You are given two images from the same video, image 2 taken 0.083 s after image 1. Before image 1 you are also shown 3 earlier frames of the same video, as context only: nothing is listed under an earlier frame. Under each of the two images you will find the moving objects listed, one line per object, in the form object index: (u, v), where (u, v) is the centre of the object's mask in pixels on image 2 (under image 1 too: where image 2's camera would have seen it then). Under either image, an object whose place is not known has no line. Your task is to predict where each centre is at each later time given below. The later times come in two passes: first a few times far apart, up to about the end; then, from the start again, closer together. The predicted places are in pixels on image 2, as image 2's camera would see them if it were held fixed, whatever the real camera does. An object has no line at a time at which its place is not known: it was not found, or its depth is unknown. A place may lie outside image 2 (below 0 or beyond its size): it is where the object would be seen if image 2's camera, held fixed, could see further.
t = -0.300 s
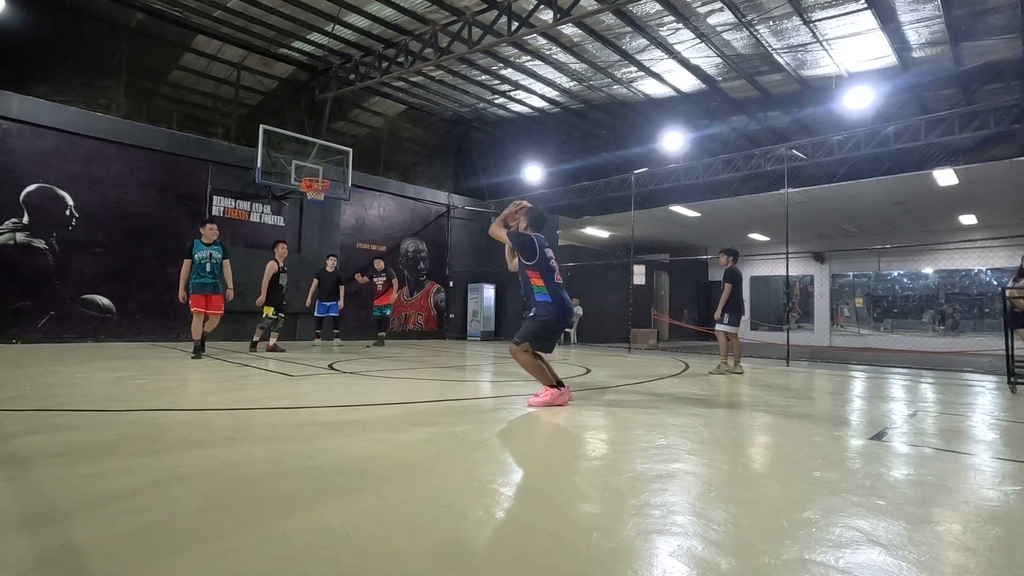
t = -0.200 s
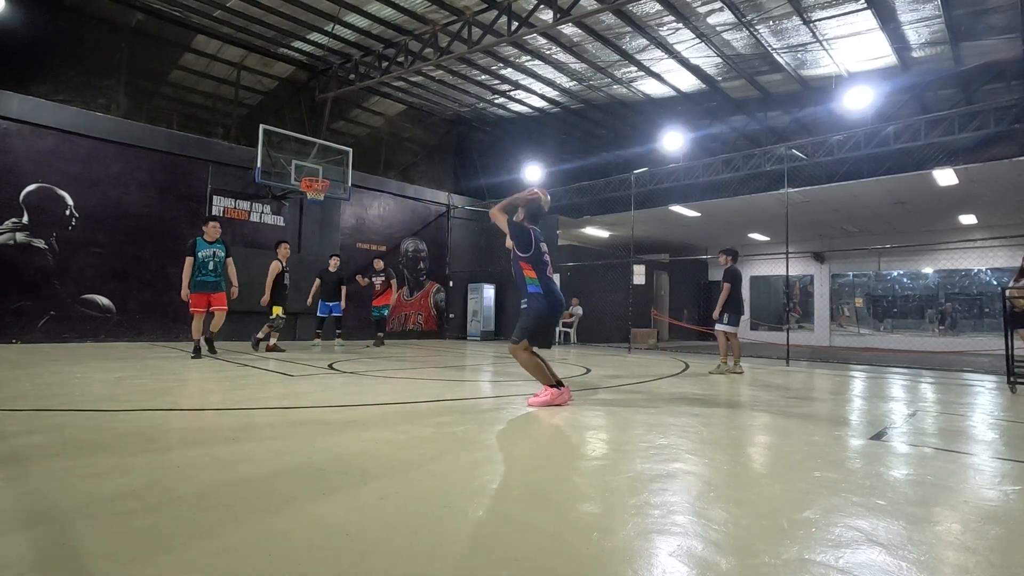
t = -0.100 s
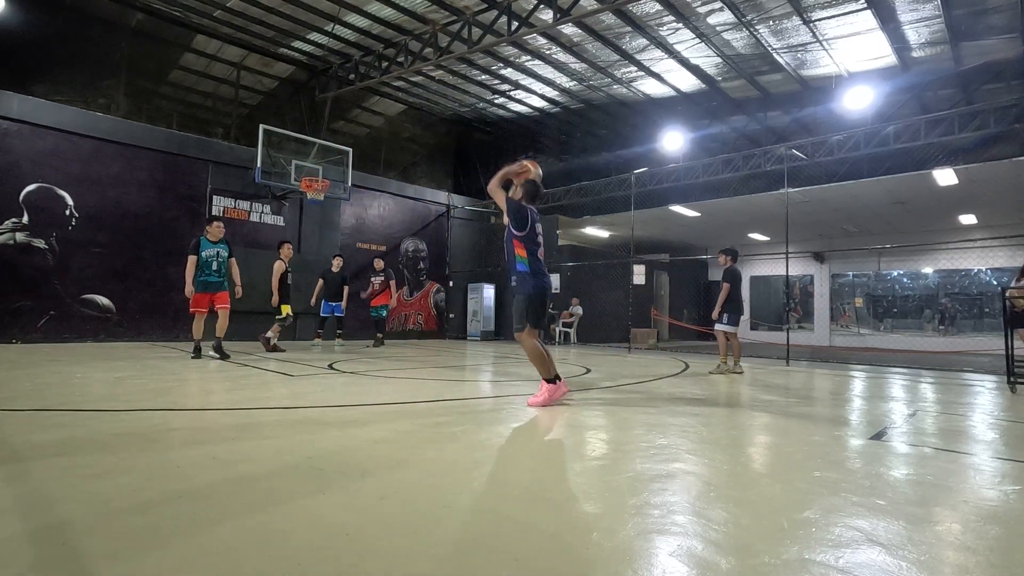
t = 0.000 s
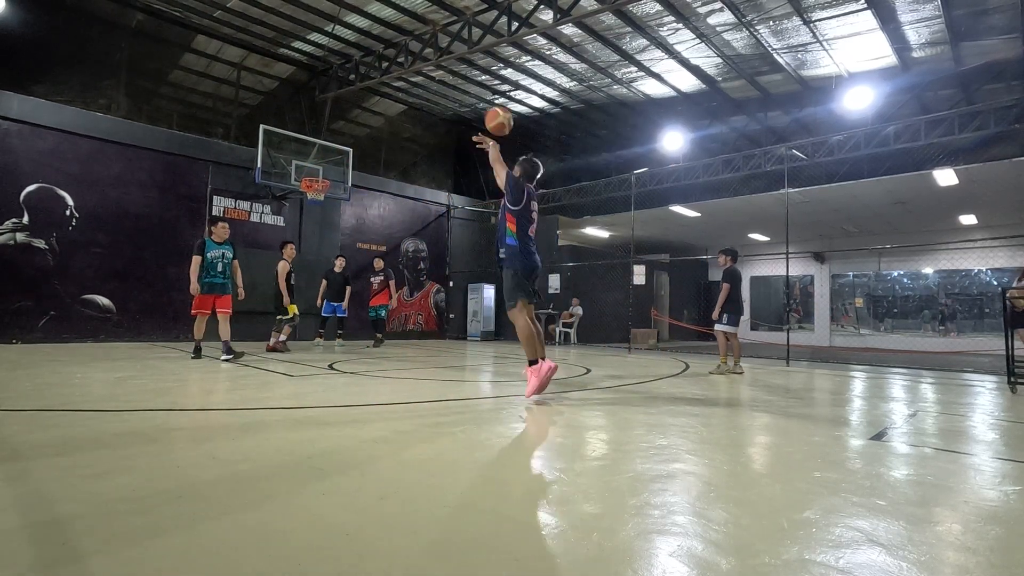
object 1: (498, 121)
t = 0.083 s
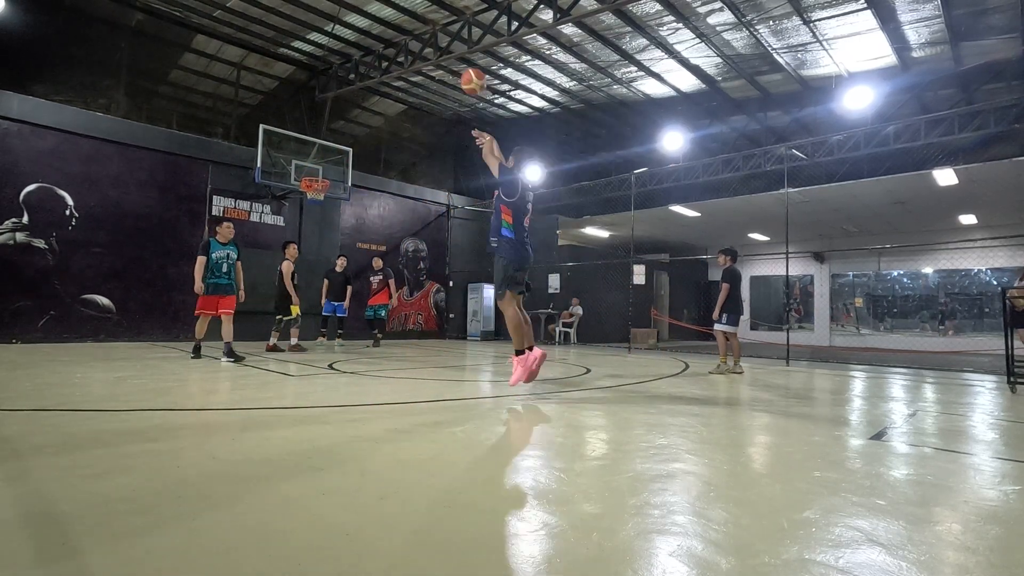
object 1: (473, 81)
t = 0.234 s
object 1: (436, 42)
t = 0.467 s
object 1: (392, 29)
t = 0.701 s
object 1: (359, 54)
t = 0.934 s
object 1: (332, 105)
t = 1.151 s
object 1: (311, 168)
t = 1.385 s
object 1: (280, 145)
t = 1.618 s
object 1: (242, 140)
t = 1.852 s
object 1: (195, 171)
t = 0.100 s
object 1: (469, 76)
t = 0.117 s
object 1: (464, 70)
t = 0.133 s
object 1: (460, 64)
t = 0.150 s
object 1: (456, 60)
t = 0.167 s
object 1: (451, 55)
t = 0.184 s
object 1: (448, 51)
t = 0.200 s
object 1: (443, 48)
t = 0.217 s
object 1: (440, 45)
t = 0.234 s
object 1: (436, 42)
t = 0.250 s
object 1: (432, 39)
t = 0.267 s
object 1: (429, 37)
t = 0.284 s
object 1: (426, 35)
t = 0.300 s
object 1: (422, 33)
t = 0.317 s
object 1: (419, 32)
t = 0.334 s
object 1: (416, 30)
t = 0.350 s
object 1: (412, 29)
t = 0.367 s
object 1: (409, 28)
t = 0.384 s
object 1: (406, 28)
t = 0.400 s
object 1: (403, 28)
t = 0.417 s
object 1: (400, 28)
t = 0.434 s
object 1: (397, 28)
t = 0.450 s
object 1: (394, 29)
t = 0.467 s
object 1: (392, 29)
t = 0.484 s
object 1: (389, 30)
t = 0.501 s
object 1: (386, 31)
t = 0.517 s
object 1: (384, 32)
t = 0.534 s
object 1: (381, 33)
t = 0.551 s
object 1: (379, 34)
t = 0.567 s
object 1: (376, 36)
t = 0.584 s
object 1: (374, 38)
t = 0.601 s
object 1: (372, 39)
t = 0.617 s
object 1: (370, 41)
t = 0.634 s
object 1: (367, 44)
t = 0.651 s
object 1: (365, 46)
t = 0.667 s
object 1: (363, 48)
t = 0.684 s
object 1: (361, 51)
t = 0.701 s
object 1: (359, 54)
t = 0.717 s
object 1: (357, 57)
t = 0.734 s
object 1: (354, 60)
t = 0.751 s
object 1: (352, 63)
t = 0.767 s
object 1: (350, 67)
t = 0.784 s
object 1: (349, 70)
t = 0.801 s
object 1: (347, 73)
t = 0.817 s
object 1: (345, 77)
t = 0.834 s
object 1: (343, 81)
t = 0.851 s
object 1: (341, 85)
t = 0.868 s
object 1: (340, 89)
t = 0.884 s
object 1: (338, 92)
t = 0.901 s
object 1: (336, 97)
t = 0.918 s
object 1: (334, 101)
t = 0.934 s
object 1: (332, 105)
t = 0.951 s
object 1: (331, 109)
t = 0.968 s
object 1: (329, 114)
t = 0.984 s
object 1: (327, 118)
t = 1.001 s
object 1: (326, 123)
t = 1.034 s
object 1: (322, 132)
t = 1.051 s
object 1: (321, 137)
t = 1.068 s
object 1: (319, 142)
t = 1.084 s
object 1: (317, 148)
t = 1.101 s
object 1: (316, 152)
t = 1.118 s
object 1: (315, 157)
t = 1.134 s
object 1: (313, 163)
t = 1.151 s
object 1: (311, 168)
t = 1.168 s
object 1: (310, 173)
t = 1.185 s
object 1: (308, 172)
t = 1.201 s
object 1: (305, 169)
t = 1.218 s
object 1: (303, 166)
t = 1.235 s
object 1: (301, 163)
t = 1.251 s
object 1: (299, 161)
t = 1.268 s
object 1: (297, 158)
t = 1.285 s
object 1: (295, 156)
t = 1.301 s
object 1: (292, 153)
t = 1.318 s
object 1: (290, 151)
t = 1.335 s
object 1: (287, 150)
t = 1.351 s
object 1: (285, 148)
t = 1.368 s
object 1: (283, 146)
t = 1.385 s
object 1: (280, 145)
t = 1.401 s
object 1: (277, 144)
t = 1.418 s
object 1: (275, 142)
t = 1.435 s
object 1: (272, 141)
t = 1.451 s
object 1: (269, 141)
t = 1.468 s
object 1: (268, 140)
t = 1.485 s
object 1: (264, 139)
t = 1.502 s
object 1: (261, 139)
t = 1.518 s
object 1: (259, 139)
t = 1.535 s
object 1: (256, 138)
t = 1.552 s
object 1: (253, 139)
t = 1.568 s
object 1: (250, 139)
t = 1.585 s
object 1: (248, 139)
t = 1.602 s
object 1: (245, 140)
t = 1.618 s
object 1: (242, 140)
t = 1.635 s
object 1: (239, 141)
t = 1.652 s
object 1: (236, 142)
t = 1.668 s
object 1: (232, 144)
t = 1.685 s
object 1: (229, 145)
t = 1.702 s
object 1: (226, 147)
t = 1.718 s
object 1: (223, 149)
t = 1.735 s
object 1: (220, 151)
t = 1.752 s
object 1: (216, 153)
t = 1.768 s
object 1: (213, 155)
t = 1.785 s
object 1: (210, 158)
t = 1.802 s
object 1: (206, 161)
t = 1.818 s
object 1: (203, 164)
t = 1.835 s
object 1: (199, 167)
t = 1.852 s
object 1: (195, 171)
